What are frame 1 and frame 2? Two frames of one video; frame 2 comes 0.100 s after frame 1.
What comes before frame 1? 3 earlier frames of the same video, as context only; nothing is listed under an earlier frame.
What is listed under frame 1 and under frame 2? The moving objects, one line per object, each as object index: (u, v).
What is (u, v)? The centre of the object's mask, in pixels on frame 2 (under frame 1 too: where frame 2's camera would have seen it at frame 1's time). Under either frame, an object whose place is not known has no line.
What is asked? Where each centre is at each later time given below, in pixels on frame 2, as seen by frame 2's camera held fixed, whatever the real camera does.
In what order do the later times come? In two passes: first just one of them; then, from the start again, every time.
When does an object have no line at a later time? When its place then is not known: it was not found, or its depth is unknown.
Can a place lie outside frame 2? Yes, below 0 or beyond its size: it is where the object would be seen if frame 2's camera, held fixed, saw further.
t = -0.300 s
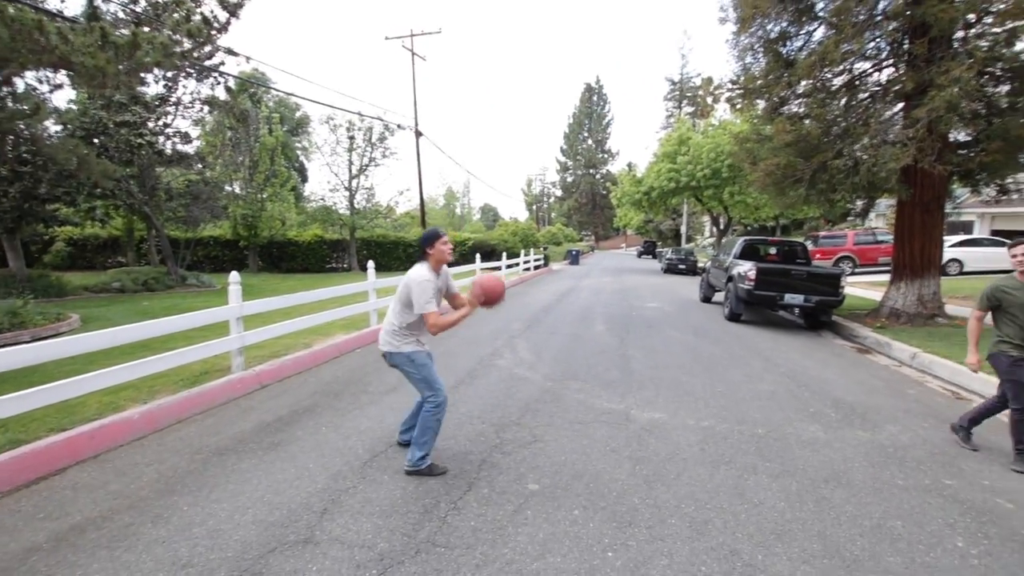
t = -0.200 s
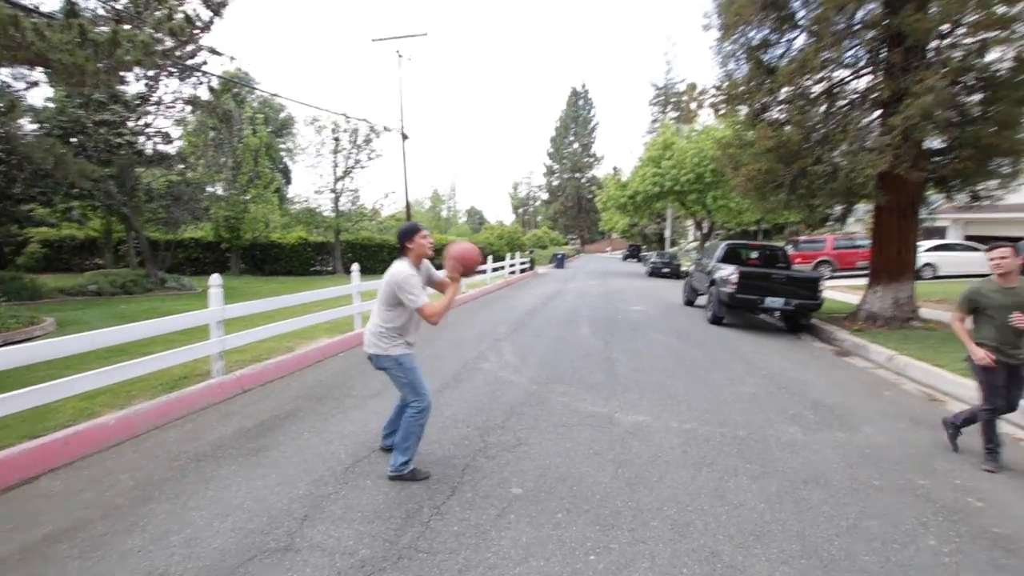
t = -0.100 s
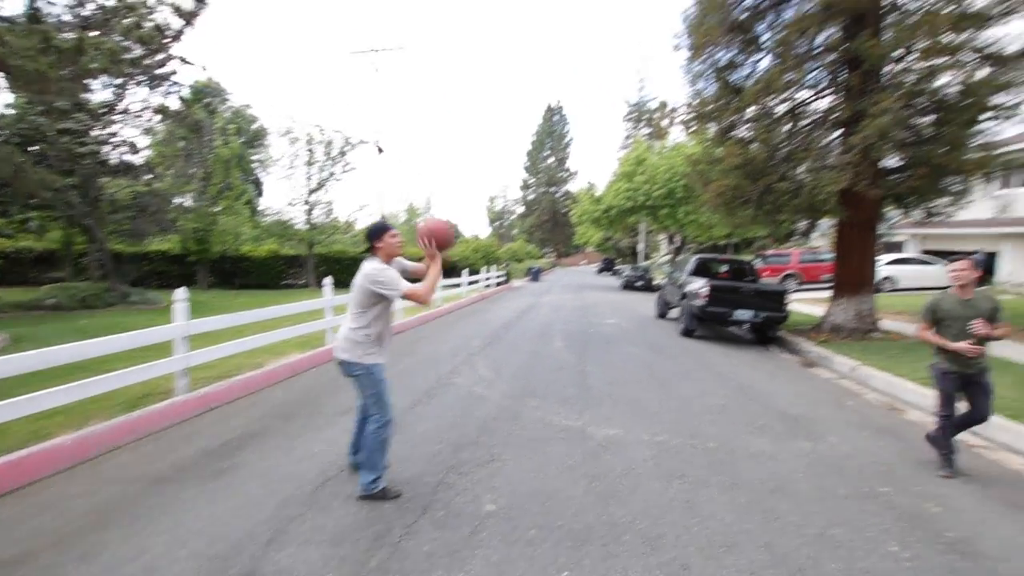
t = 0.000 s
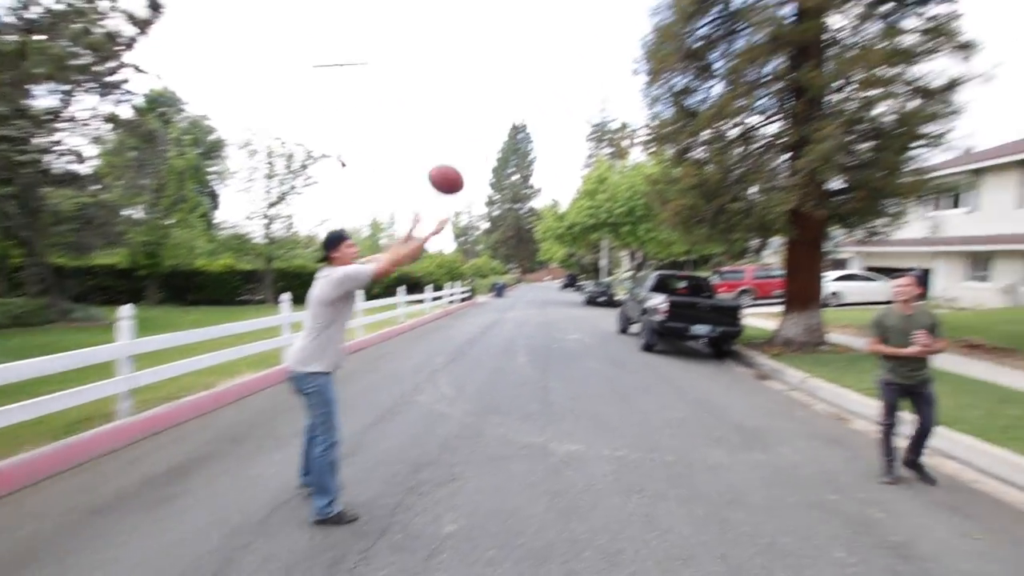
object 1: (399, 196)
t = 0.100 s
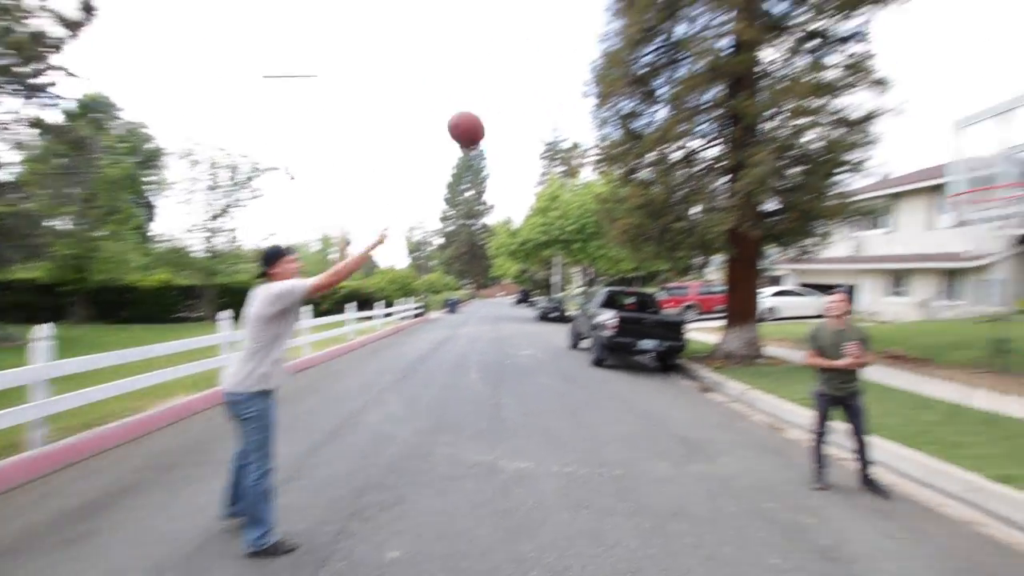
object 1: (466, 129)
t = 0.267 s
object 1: (575, 54)
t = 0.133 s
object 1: (488, 109)
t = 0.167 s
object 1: (510, 92)
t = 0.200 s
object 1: (532, 77)
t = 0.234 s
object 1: (553, 65)
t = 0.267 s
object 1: (575, 54)
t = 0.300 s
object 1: (596, 45)
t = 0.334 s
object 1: (617, 38)
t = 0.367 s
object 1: (638, 32)
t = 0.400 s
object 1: (657, 29)
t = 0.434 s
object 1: (677, 28)
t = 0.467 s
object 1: (697, 28)
